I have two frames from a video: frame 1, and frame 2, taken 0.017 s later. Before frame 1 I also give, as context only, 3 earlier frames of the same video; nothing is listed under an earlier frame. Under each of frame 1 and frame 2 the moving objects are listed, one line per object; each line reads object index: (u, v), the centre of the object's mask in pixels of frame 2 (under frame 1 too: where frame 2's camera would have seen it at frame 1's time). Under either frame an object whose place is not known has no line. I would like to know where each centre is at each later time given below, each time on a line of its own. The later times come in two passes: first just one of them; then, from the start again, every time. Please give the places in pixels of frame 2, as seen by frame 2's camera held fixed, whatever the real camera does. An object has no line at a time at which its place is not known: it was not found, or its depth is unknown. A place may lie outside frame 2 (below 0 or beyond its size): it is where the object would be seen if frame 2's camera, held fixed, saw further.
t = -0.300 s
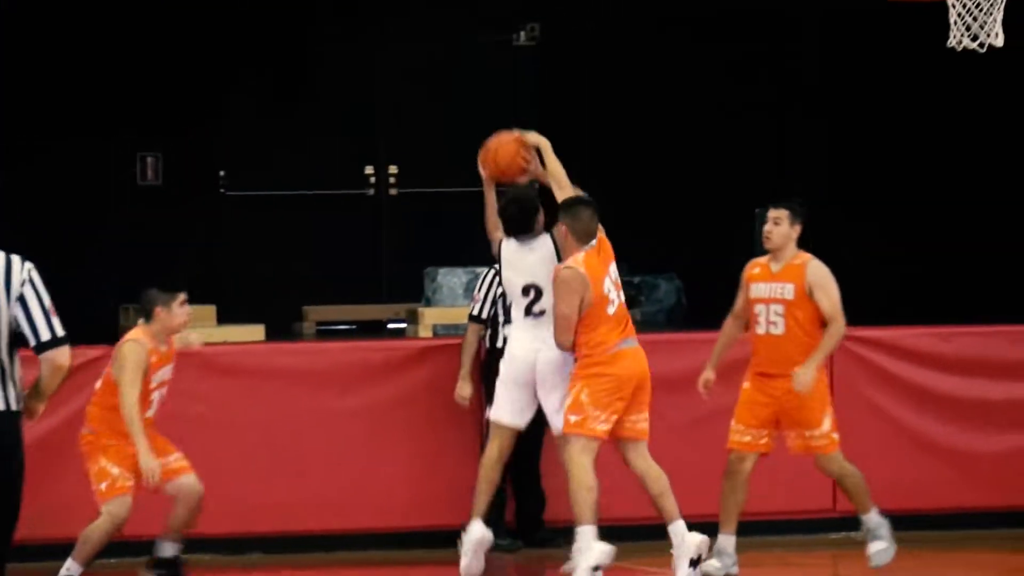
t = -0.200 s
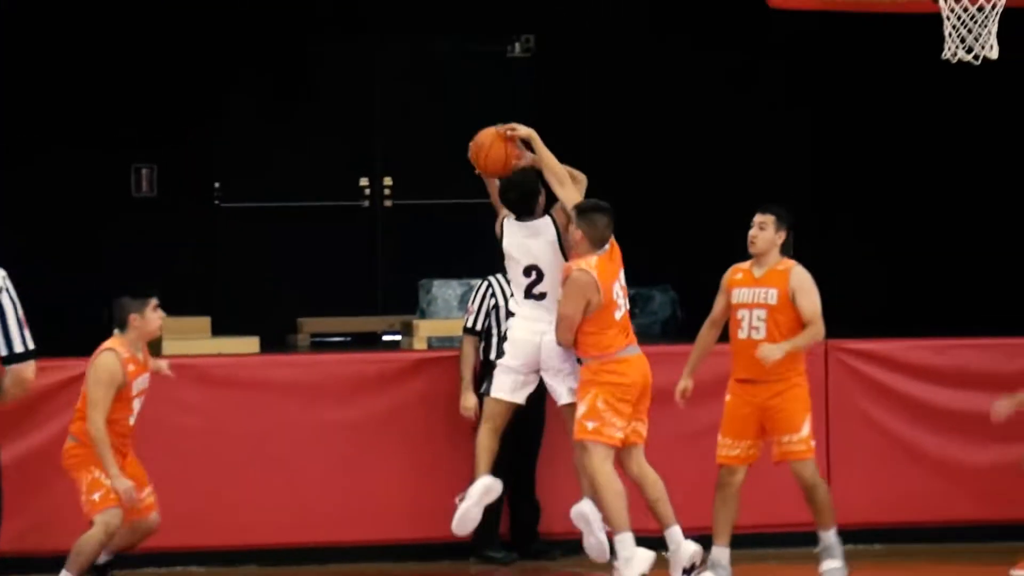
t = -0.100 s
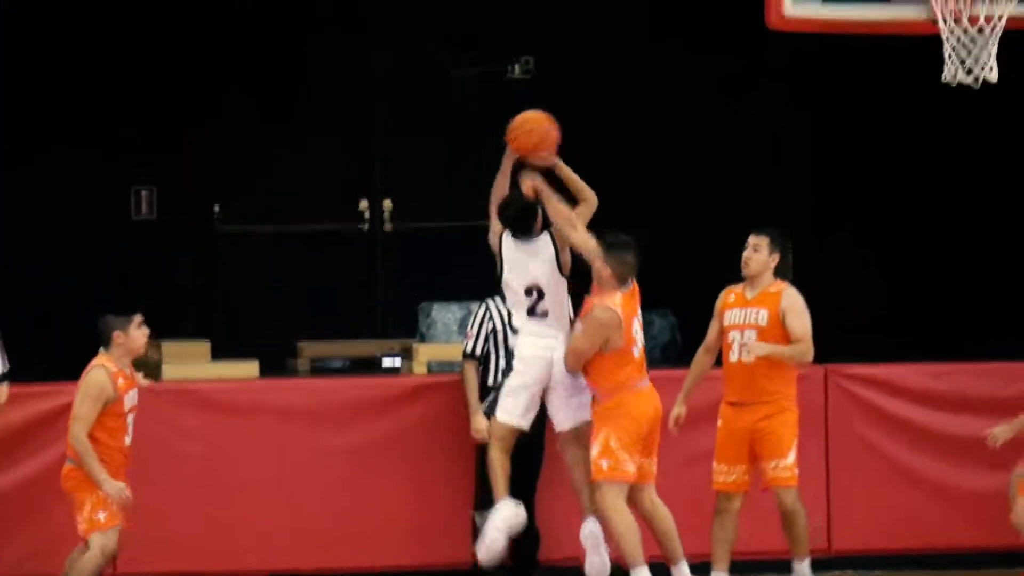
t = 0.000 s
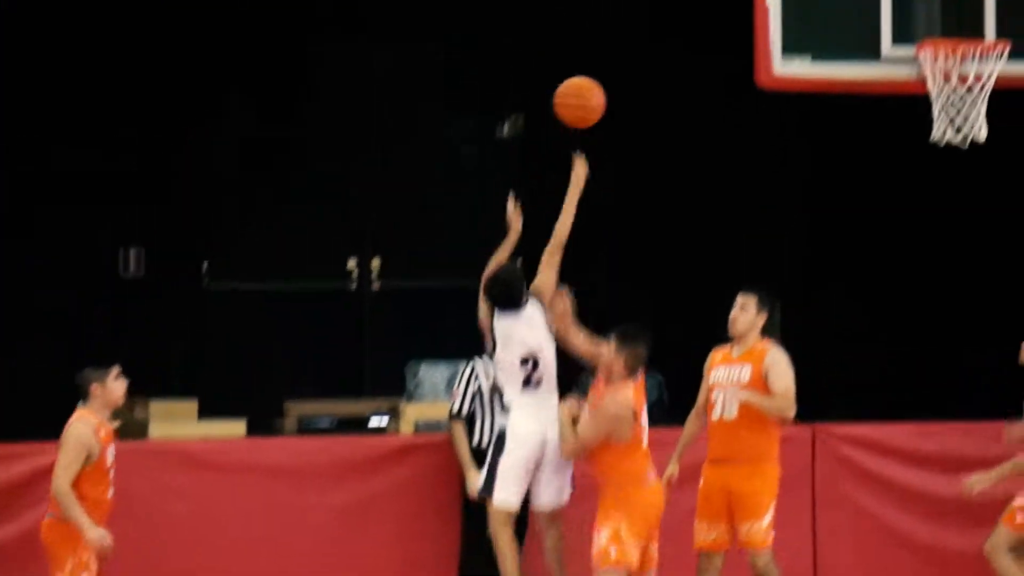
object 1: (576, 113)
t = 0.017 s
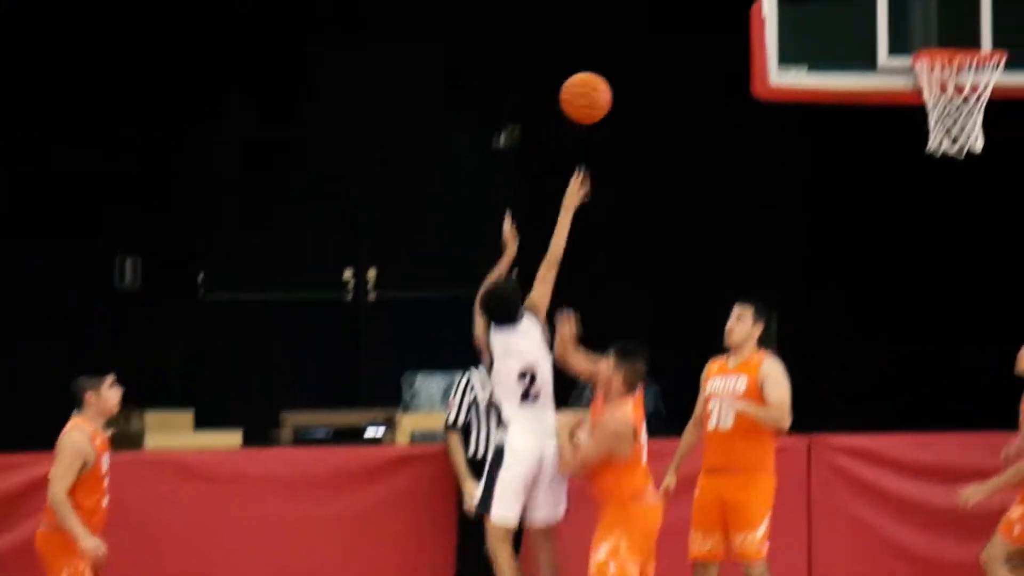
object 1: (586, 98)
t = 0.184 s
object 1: (680, -13)
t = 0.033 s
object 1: (596, 84)
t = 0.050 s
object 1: (605, 71)
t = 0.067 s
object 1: (614, 58)
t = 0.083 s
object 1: (624, 46)
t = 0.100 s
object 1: (633, 34)
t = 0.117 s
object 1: (643, 23)
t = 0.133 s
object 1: (652, 13)
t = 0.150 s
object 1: (661, 4)
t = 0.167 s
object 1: (671, -5)
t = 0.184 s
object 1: (680, -13)
